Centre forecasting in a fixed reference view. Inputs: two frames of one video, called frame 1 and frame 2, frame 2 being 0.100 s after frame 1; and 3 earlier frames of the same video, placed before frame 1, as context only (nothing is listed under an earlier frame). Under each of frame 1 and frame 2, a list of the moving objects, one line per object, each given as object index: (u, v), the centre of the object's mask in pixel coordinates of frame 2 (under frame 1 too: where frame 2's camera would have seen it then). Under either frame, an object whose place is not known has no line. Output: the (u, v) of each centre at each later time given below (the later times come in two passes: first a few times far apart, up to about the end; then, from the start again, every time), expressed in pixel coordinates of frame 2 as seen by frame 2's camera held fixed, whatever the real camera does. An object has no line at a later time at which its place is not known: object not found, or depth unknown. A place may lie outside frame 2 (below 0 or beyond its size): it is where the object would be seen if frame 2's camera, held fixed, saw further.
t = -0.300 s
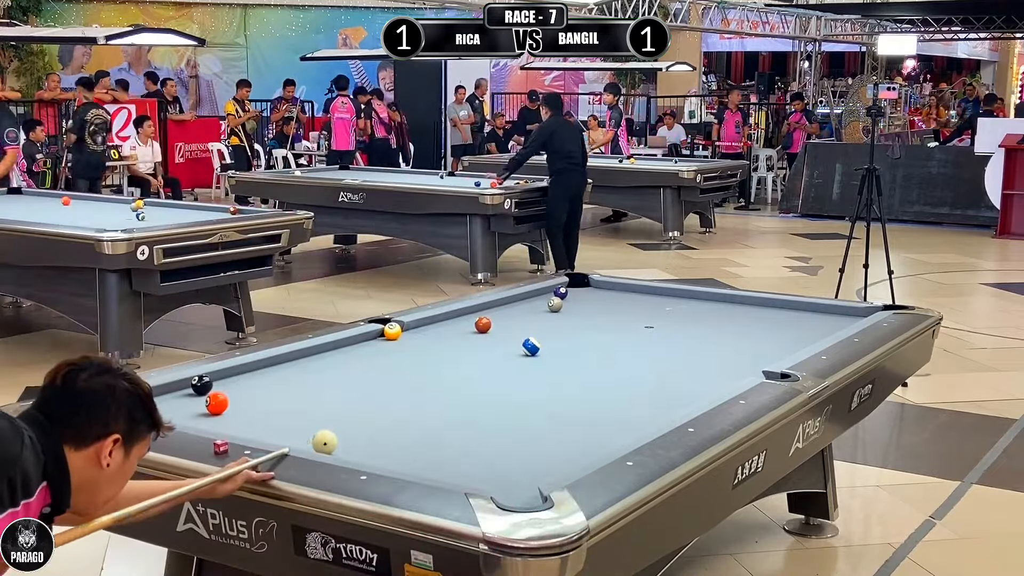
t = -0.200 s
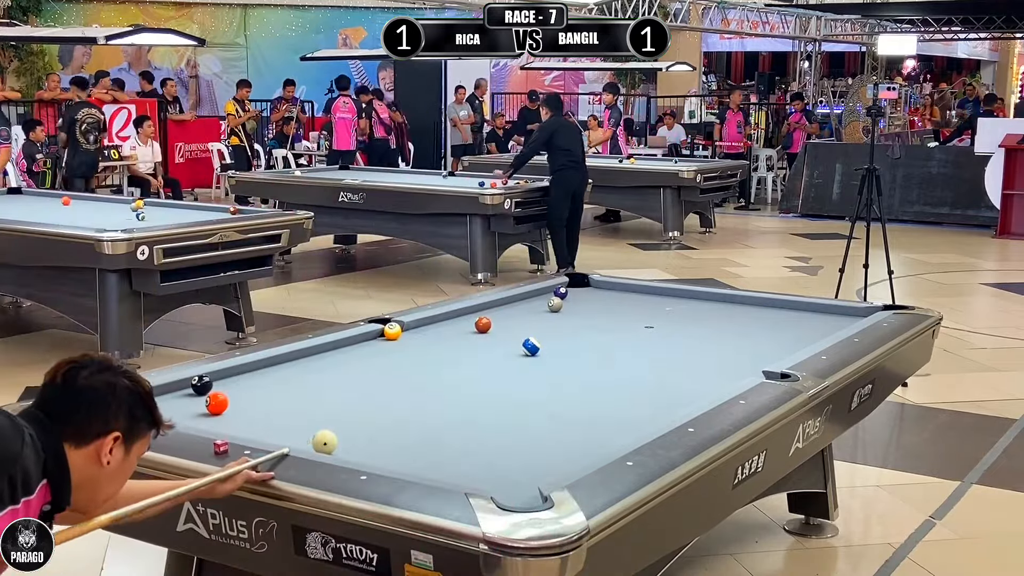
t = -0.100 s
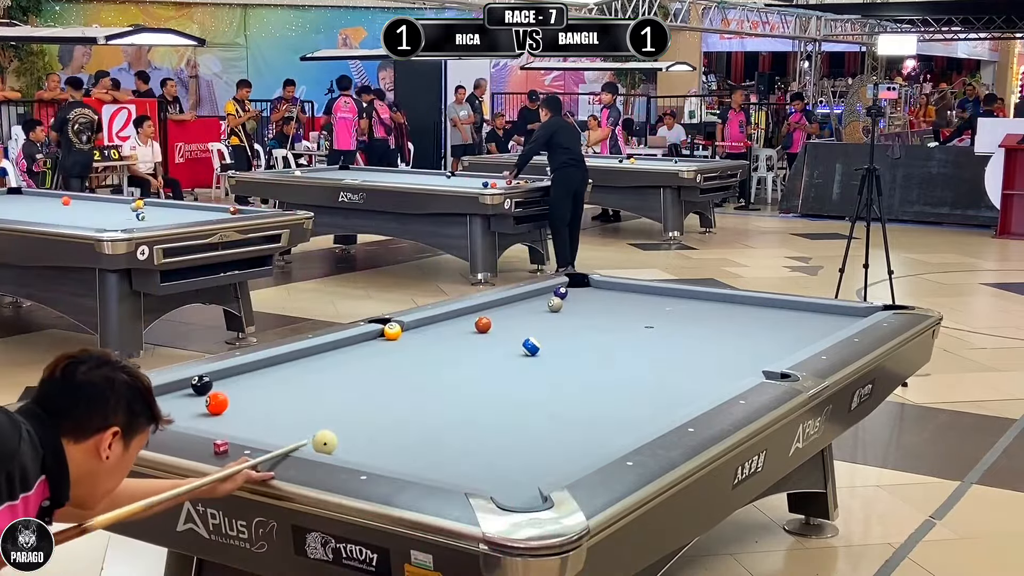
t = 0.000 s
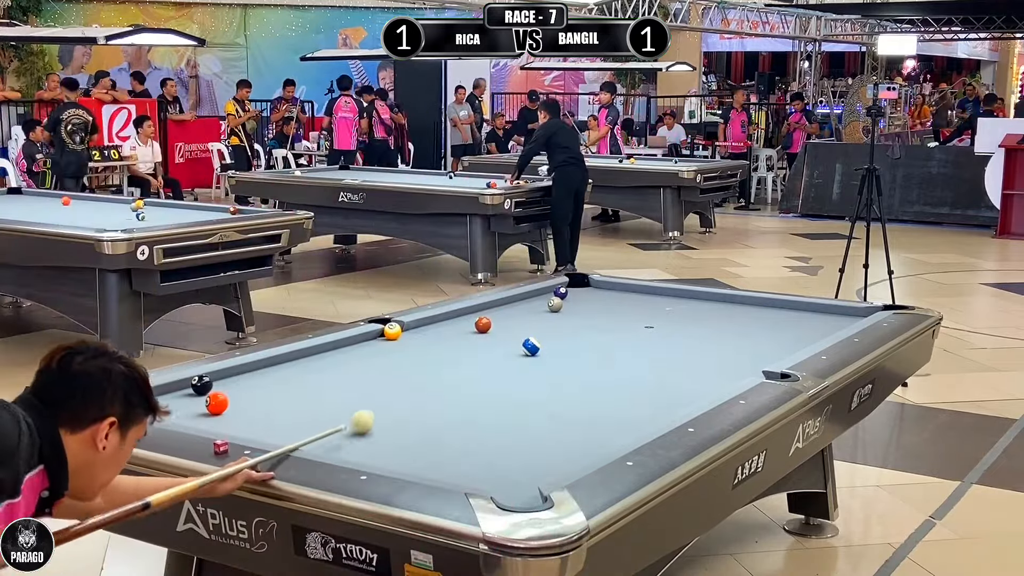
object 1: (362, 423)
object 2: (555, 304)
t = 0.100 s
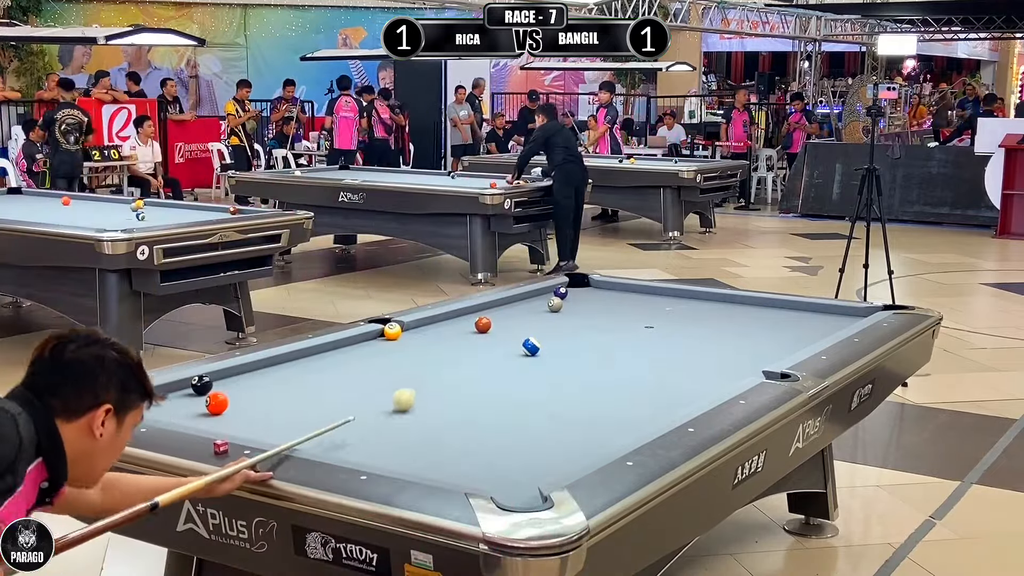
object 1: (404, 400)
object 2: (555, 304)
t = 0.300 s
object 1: (470, 365)
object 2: (555, 304)
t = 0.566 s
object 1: (537, 329)
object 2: (555, 304)
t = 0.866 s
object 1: (595, 298)
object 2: (555, 304)
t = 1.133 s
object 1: (590, 289)
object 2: (555, 304)
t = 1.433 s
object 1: (572, 296)
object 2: (555, 304)
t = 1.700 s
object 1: (569, 299)
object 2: (555, 304)
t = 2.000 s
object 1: (569, 304)
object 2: (552, 305)
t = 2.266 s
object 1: (576, 306)
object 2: (543, 303)
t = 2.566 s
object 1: (583, 309)
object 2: (534, 307)
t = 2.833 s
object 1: (588, 311)
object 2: (527, 307)
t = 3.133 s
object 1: (595, 313)
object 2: (522, 308)
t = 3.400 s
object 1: (599, 314)
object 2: (519, 308)
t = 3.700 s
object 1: (602, 316)
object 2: (517, 309)
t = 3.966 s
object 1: (605, 317)
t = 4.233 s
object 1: (606, 317)
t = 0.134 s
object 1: (416, 394)
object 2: (555, 304)
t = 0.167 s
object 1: (427, 387)
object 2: (555, 304)
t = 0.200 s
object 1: (438, 382)
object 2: (555, 304)
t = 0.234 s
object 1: (449, 375)
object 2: (555, 304)
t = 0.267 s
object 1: (460, 370)
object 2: (555, 304)
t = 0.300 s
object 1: (470, 365)
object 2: (555, 304)
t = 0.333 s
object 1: (480, 359)
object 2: (555, 304)
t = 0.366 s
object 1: (489, 355)
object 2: (555, 304)
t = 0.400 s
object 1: (498, 350)
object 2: (555, 304)
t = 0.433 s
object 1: (506, 345)
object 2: (555, 304)
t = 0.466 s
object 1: (514, 340)
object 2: (555, 304)
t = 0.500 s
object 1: (521, 335)
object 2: (555, 304)
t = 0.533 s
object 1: (530, 331)
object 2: (555, 304)
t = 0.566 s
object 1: (537, 329)
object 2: (555, 304)
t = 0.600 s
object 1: (545, 325)
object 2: (555, 304)
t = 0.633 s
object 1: (552, 321)
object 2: (555, 304)
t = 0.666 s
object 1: (558, 317)
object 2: (555, 303)
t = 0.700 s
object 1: (565, 314)
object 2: (555, 304)
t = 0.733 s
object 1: (571, 310)
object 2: (555, 304)
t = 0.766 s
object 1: (578, 307)
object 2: (555, 304)
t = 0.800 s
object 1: (583, 304)
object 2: (555, 304)
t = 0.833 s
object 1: (589, 301)
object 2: (555, 304)
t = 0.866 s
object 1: (595, 298)
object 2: (555, 304)
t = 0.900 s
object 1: (600, 295)
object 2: (555, 304)
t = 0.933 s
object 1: (605, 293)
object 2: (555, 304)
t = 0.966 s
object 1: (610, 290)
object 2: (555, 304)
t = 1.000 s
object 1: (615, 288)
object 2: (555, 304)
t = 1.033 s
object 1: (615, 286)
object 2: (555, 304)
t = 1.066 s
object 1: (607, 287)
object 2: (555, 304)
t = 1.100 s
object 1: (598, 288)
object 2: (555, 304)
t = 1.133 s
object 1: (590, 289)
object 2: (555, 304)
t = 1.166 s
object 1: (582, 291)
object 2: (555, 304)
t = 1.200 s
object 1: (574, 292)
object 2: (555, 304)
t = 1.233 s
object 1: (573, 292)
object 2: (555, 304)
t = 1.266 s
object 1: (574, 293)
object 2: (555, 304)
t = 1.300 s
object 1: (574, 293)
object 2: (555, 304)
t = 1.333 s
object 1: (574, 294)
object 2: (555, 304)
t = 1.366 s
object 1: (574, 294)
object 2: (555, 304)
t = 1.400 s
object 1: (573, 295)
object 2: (555, 304)
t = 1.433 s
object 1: (572, 296)
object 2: (555, 304)
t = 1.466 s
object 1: (572, 296)
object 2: (555, 304)
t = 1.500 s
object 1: (571, 297)
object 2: (555, 304)
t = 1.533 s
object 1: (571, 297)
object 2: (555, 304)
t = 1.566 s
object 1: (571, 297)
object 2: (555, 304)
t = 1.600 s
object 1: (570, 298)
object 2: (555, 304)
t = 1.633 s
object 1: (570, 298)
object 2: (555, 304)
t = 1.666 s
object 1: (570, 299)
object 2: (555, 304)
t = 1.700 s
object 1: (569, 299)
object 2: (555, 304)
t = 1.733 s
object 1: (569, 300)
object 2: (555, 304)
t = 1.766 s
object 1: (568, 300)
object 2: (555, 304)
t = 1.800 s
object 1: (569, 301)
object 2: (555, 304)
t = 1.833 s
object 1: (568, 301)
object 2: (555, 304)
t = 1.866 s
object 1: (568, 302)
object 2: (555, 304)
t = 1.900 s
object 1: (567, 302)
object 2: (555, 304)
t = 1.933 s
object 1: (567, 303)
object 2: (554, 304)
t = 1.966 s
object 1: (568, 304)
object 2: (553, 304)
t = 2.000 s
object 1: (569, 304)
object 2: (552, 305)
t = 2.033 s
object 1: (569, 304)
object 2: (551, 305)
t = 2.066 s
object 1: (570, 305)
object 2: (550, 304)
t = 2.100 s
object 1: (571, 305)
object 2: (549, 304)
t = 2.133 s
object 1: (572, 305)
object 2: (548, 303)
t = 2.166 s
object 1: (573, 305)
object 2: (547, 303)
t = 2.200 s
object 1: (574, 305)
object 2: (545, 302)
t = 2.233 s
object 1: (575, 306)
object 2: (543, 302)
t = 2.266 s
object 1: (576, 306)
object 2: (543, 303)
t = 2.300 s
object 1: (577, 306)
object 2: (541, 303)
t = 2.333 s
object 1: (578, 307)
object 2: (539, 305)
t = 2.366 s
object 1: (579, 307)
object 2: (538, 305)
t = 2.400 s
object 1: (579, 307)
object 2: (537, 306)
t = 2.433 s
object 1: (580, 308)
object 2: (537, 306)
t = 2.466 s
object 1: (581, 308)
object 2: (536, 306)
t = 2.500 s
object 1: (582, 308)
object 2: (536, 306)
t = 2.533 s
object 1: (583, 308)
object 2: (535, 307)
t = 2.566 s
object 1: (583, 309)
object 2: (534, 307)
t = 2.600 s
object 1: (584, 309)
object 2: (533, 307)
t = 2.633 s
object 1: (585, 309)
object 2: (532, 307)
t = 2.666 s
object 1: (585, 309)
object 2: (531, 307)
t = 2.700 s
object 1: (586, 310)
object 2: (530, 307)
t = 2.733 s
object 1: (586, 310)
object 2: (529, 307)
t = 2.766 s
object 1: (587, 310)
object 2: (529, 307)
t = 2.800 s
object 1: (588, 311)
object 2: (528, 307)
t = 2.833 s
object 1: (588, 311)
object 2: (527, 307)
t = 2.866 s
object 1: (589, 311)
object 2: (526, 308)
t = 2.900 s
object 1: (590, 311)
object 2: (526, 308)
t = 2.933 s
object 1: (591, 312)
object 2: (525, 307)
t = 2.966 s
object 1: (592, 312)
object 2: (524, 308)
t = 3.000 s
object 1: (592, 312)
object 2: (524, 308)
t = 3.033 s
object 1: (593, 312)
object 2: (523, 308)
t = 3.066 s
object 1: (594, 312)
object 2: (523, 308)
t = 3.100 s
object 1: (594, 312)
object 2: (522, 308)
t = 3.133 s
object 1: (595, 313)
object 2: (522, 308)
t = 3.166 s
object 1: (595, 313)
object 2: (522, 308)
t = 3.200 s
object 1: (596, 313)
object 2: (521, 308)
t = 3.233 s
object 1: (596, 313)
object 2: (521, 308)
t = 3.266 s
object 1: (597, 314)
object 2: (520, 308)
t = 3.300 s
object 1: (597, 314)
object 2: (520, 308)
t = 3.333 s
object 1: (597, 314)
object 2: (520, 308)
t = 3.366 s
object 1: (598, 314)
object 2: (519, 308)
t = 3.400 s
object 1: (599, 314)
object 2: (519, 308)
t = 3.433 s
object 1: (599, 314)
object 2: (519, 308)
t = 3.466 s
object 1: (599, 314)
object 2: (518, 309)
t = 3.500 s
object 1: (600, 315)
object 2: (518, 308)
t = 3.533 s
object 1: (600, 315)
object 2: (518, 308)
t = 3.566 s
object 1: (601, 315)
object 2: (518, 309)
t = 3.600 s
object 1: (601, 315)
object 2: (518, 309)
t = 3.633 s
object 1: (601, 315)
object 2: (517, 309)
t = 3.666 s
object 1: (602, 315)
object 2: (517, 309)
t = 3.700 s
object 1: (602, 316)
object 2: (517, 309)
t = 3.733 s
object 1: (603, 316)
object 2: (517, 309)
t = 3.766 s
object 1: (603, 316)
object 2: (517, 309)
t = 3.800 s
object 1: (603, 316)
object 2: (517, 309)
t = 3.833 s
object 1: (603, 316)
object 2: (517, 309)
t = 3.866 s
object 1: (604, 316)
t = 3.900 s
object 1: (604, 316)
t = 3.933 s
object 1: (604, 316)
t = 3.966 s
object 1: (605, 317)
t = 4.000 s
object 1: (605, 317)
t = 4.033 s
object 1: (605, 317)
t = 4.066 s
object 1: (606, 317)
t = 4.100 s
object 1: (606, 317)
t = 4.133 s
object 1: (606, 317)
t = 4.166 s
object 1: (606, 317)
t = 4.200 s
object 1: (606, 317)
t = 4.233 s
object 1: (606, 317)
